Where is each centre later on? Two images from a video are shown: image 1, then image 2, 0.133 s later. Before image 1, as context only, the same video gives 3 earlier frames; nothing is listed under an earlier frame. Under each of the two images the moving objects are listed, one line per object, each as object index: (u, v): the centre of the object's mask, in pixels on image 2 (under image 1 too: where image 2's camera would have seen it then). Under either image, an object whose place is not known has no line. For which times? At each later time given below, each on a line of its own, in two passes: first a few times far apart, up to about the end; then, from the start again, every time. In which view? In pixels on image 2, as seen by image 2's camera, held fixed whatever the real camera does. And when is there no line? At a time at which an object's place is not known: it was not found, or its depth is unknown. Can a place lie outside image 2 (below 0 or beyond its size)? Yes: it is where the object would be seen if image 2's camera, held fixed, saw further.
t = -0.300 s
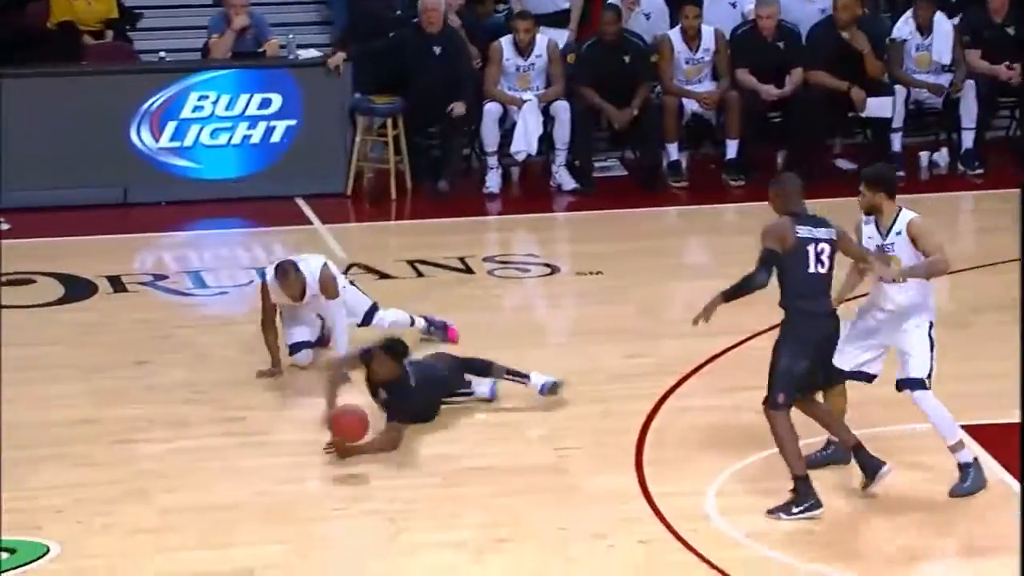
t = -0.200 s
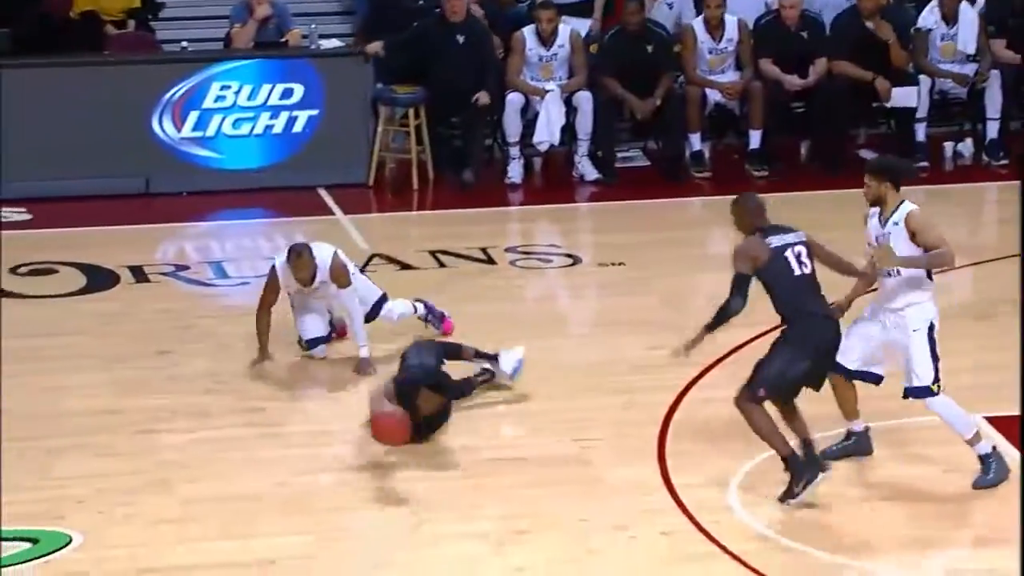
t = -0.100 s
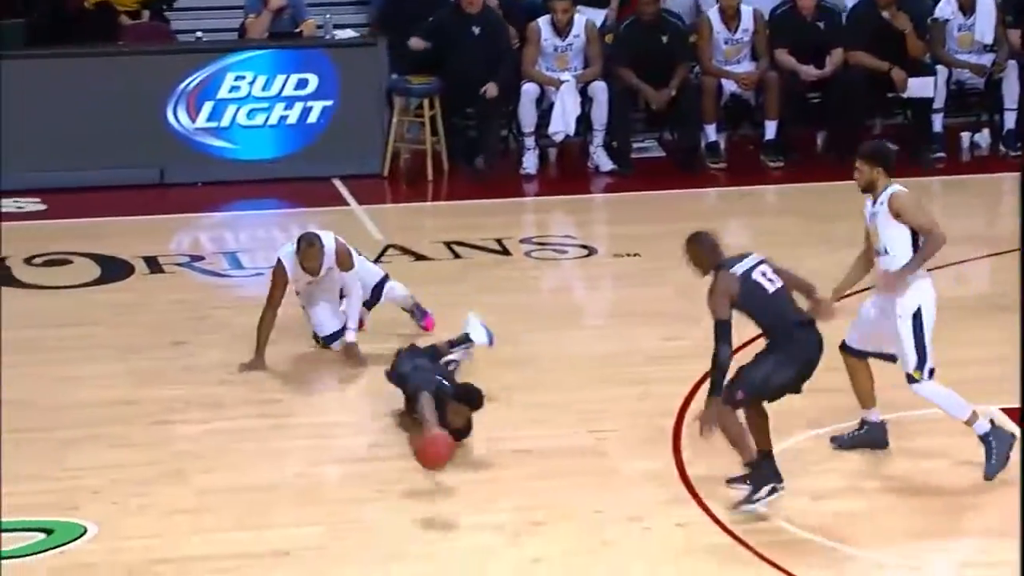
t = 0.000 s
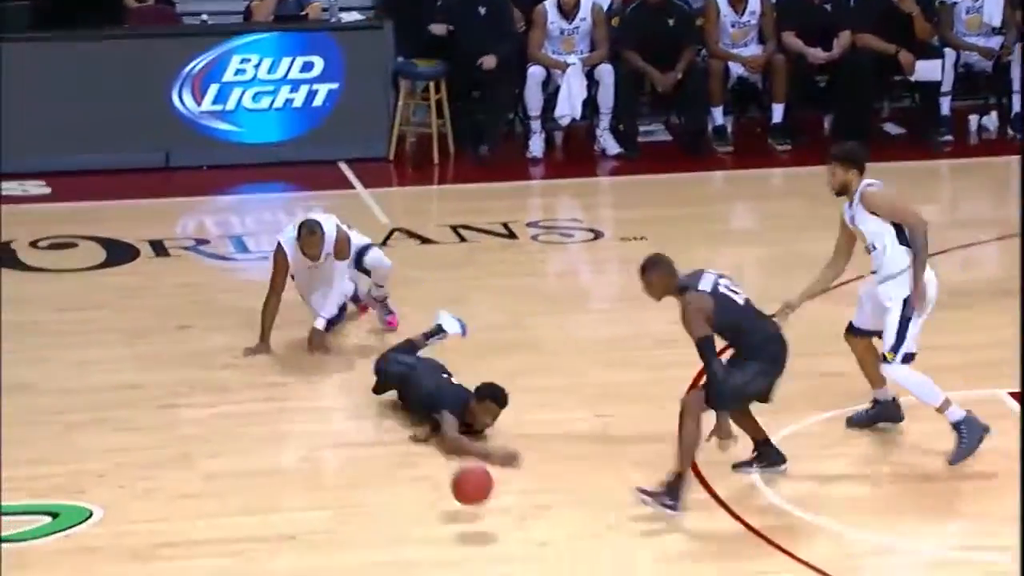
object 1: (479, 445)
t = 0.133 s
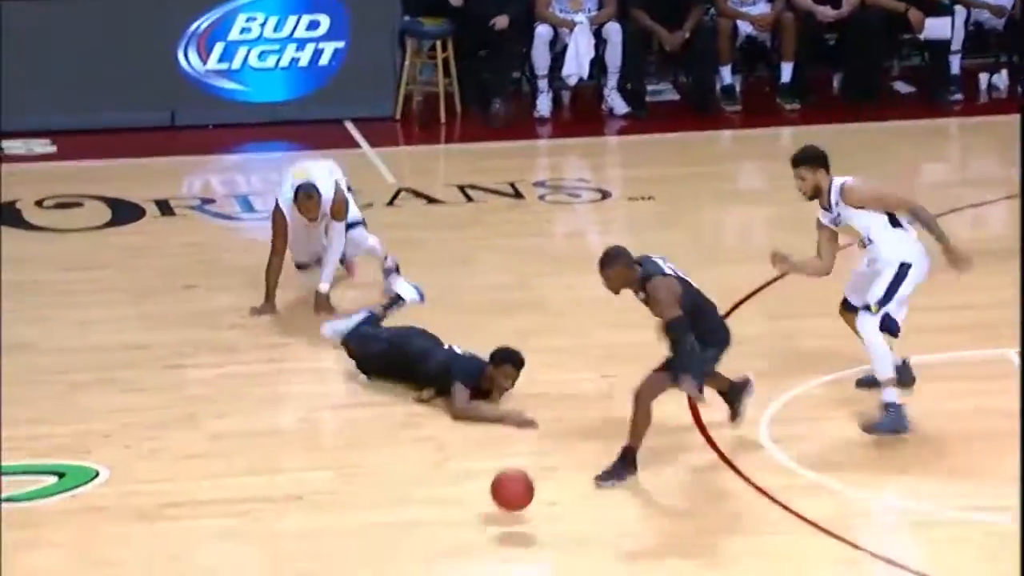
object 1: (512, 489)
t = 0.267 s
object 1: (536, 503)
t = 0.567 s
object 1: (591, 603)
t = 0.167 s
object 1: (519, 490)
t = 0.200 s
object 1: (524, 492)
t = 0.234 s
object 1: (530, 496)
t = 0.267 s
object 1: (536, 503)
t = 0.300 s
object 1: (542, 512)
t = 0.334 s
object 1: (548, 522)
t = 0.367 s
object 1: (554, 535)
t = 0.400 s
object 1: (560, 550)
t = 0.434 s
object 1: (566, 567)
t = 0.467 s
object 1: (572, 585)
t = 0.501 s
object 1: (578, 603)
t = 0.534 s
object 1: (585, 602)
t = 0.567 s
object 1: (591, 603)
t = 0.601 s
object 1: (597, 606)
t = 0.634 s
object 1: (604, 612)
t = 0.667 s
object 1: (610, 619)
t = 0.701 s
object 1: (616, 629)
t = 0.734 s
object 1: (624, 641)
